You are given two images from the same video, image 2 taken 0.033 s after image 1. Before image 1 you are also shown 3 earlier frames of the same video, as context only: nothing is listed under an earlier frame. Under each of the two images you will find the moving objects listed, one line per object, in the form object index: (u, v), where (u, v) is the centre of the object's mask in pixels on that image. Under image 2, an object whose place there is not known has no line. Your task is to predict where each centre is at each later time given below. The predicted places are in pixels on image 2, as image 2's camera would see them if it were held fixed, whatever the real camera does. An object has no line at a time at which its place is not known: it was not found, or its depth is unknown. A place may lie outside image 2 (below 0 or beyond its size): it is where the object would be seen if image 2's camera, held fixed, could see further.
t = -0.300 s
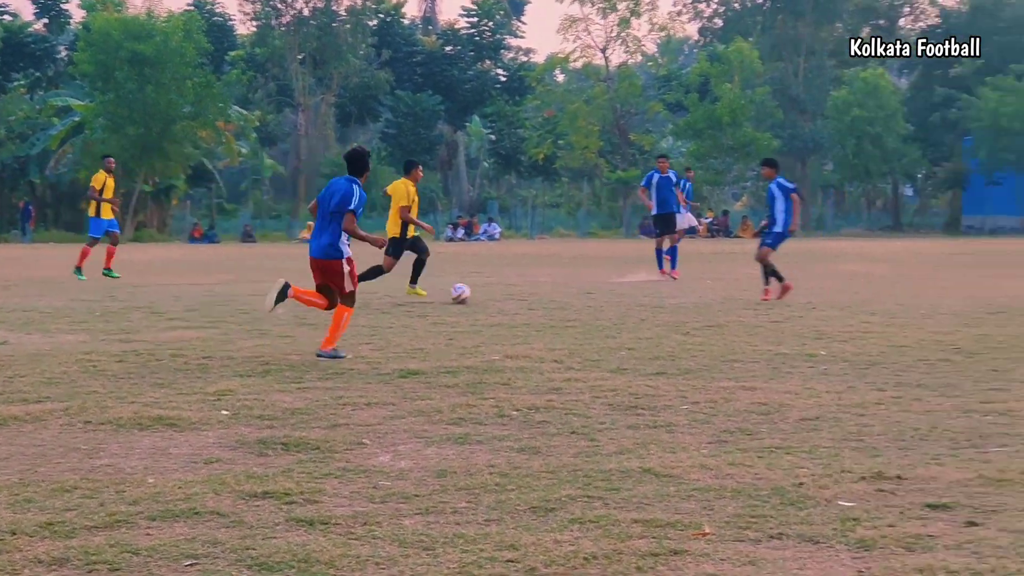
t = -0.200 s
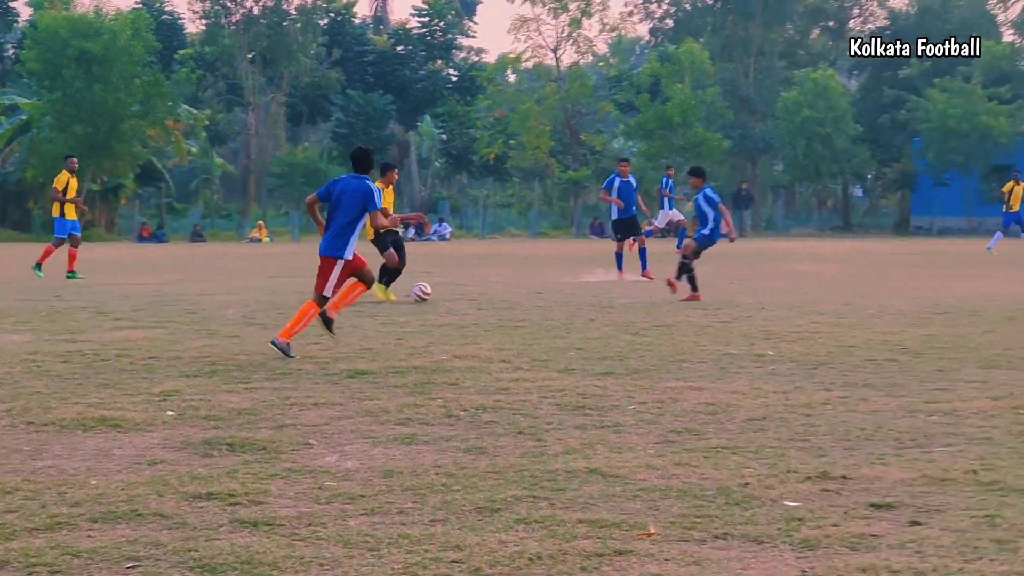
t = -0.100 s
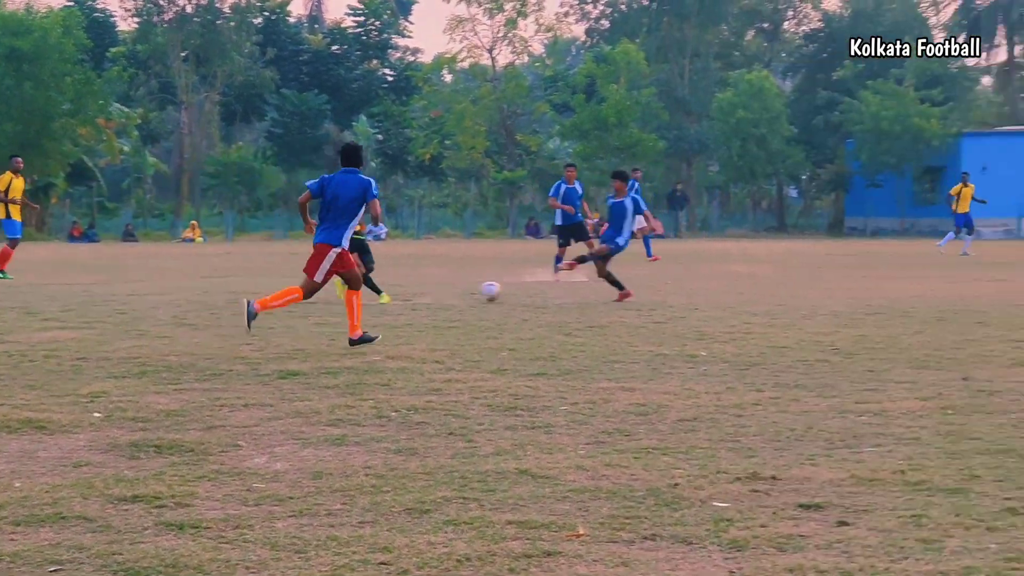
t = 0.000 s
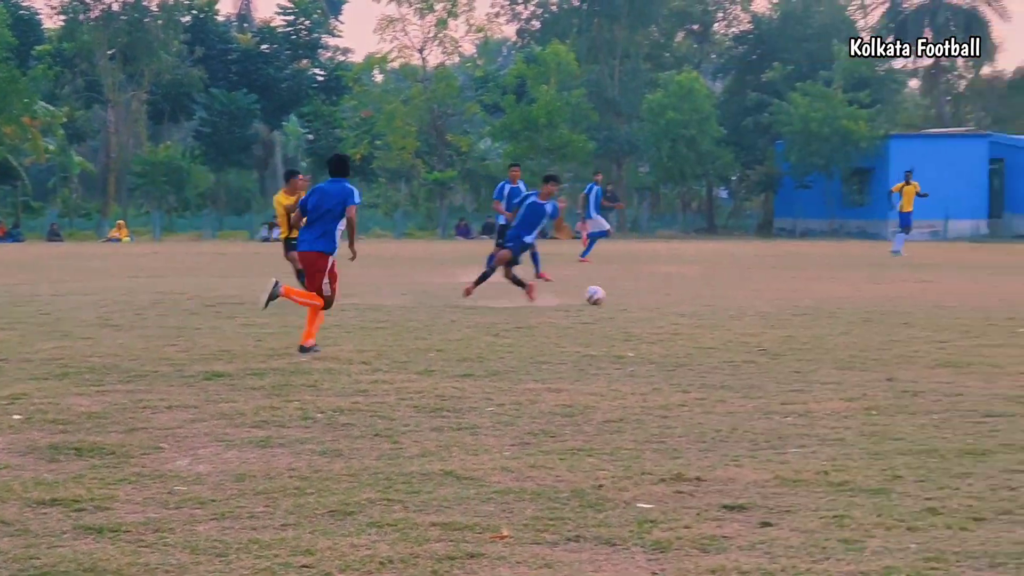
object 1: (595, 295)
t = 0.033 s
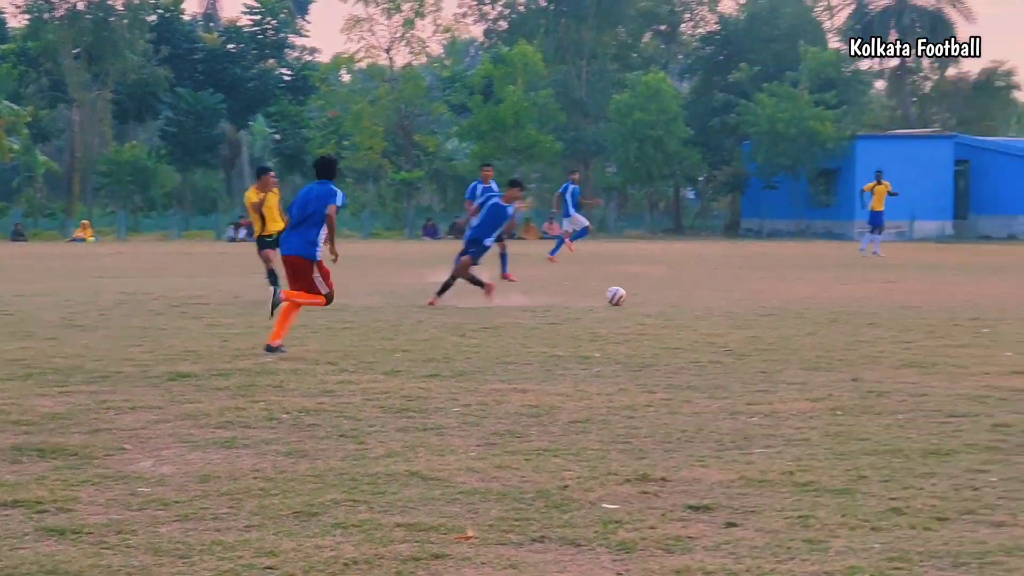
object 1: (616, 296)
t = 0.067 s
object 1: (658, 295)
